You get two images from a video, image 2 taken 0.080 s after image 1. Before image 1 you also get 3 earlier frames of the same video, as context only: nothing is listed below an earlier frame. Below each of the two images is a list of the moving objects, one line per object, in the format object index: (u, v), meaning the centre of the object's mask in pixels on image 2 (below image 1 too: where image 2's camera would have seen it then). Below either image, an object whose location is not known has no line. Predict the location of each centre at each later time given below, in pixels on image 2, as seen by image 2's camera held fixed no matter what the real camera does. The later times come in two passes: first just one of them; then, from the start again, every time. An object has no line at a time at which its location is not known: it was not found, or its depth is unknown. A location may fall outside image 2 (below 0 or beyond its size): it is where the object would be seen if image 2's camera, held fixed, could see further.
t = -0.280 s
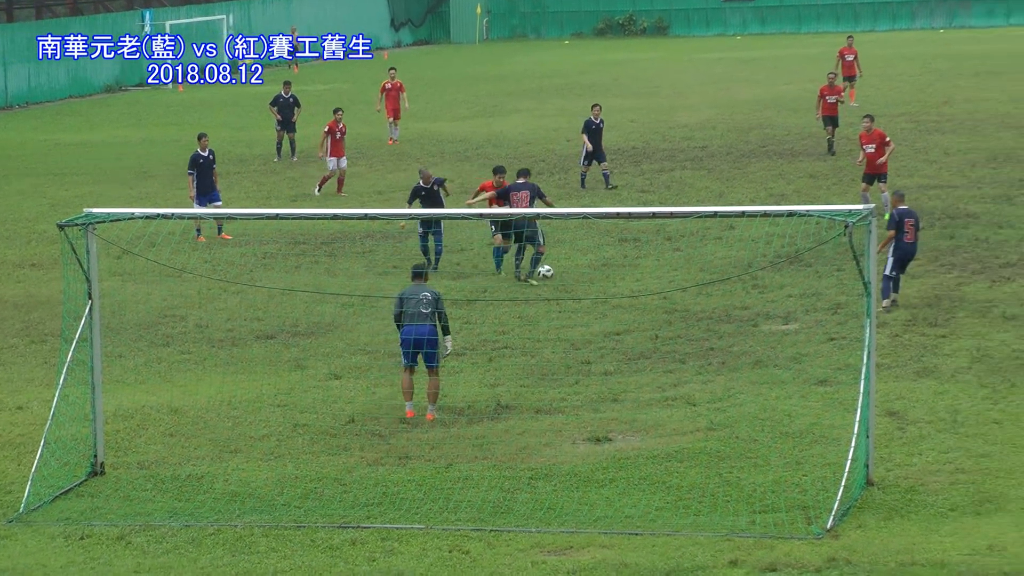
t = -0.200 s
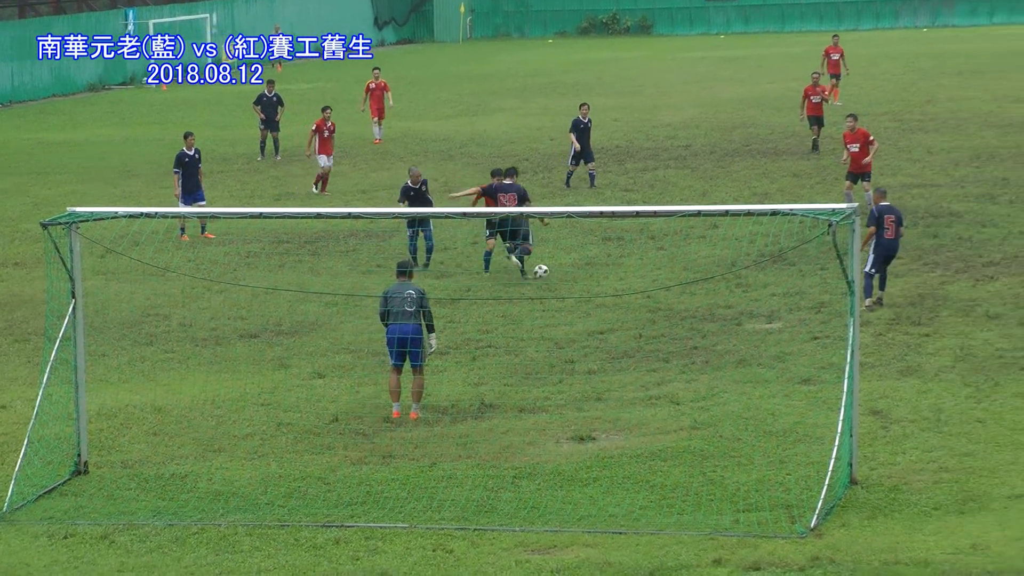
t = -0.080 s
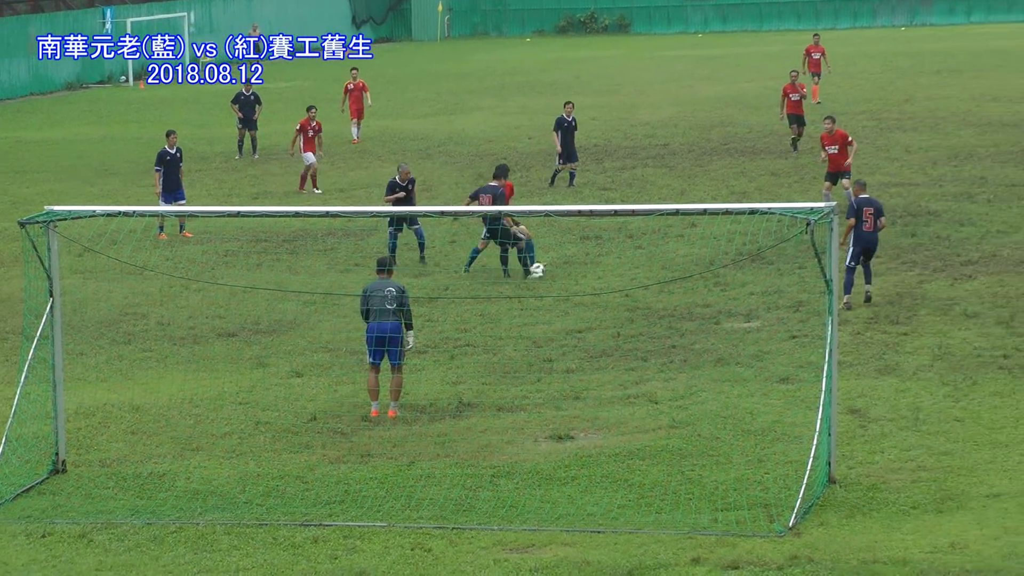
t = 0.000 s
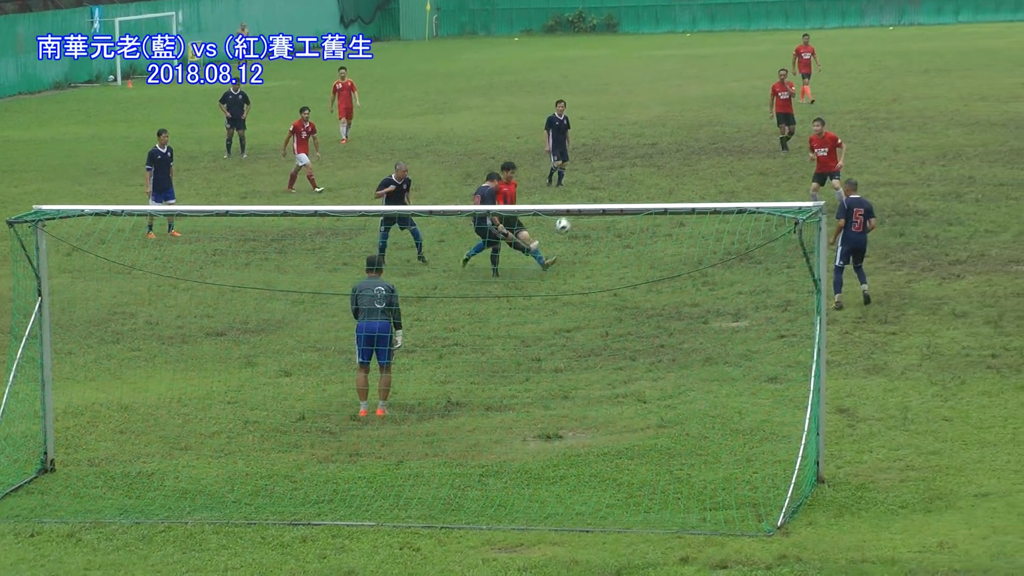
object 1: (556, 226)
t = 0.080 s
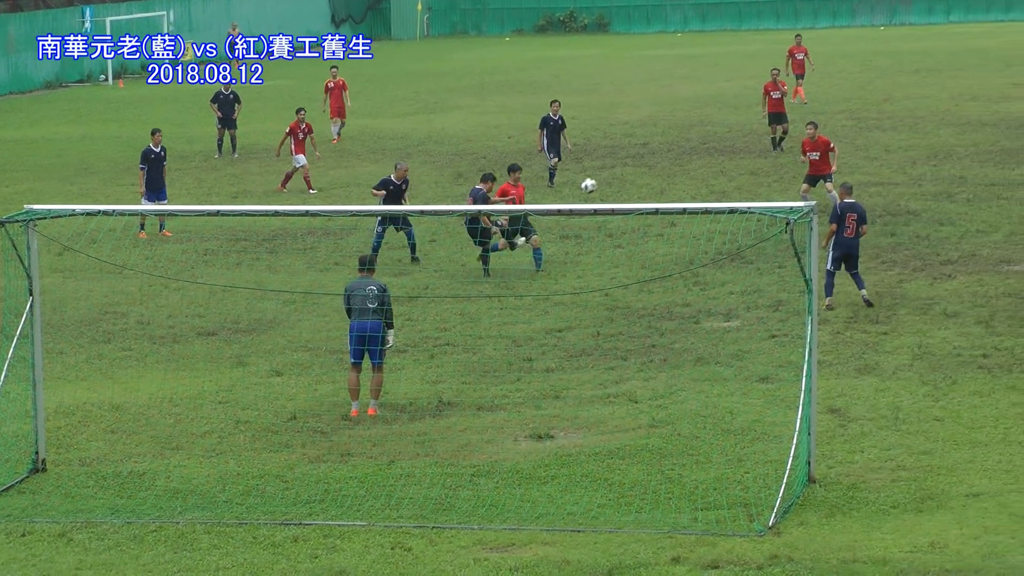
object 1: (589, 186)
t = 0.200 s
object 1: (632, 136)
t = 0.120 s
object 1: (603, 167)
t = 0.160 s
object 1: (617, 151)
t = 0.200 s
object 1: (632, 136)
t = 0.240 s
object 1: (646, 122)
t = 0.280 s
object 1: (659, 110)
